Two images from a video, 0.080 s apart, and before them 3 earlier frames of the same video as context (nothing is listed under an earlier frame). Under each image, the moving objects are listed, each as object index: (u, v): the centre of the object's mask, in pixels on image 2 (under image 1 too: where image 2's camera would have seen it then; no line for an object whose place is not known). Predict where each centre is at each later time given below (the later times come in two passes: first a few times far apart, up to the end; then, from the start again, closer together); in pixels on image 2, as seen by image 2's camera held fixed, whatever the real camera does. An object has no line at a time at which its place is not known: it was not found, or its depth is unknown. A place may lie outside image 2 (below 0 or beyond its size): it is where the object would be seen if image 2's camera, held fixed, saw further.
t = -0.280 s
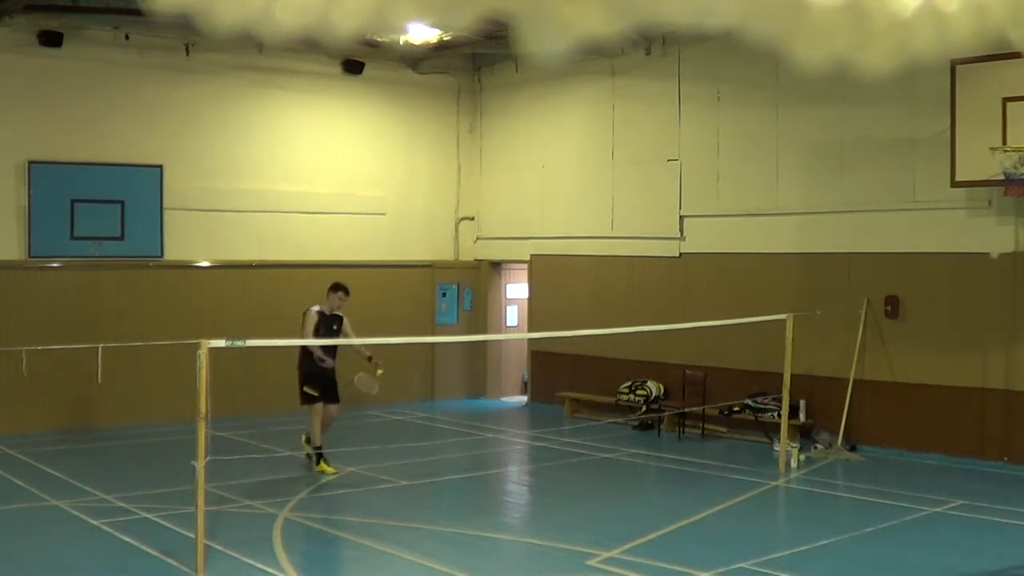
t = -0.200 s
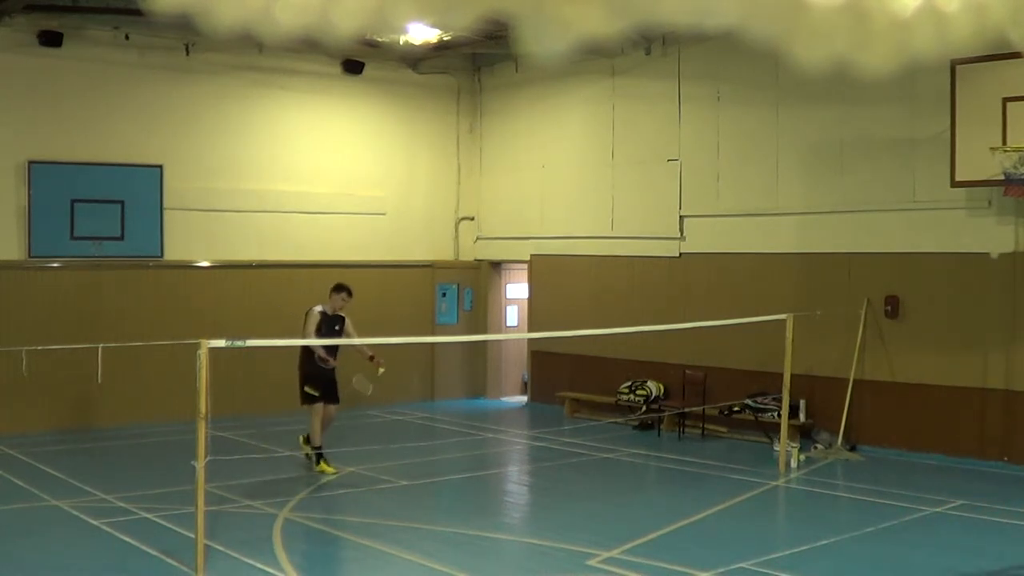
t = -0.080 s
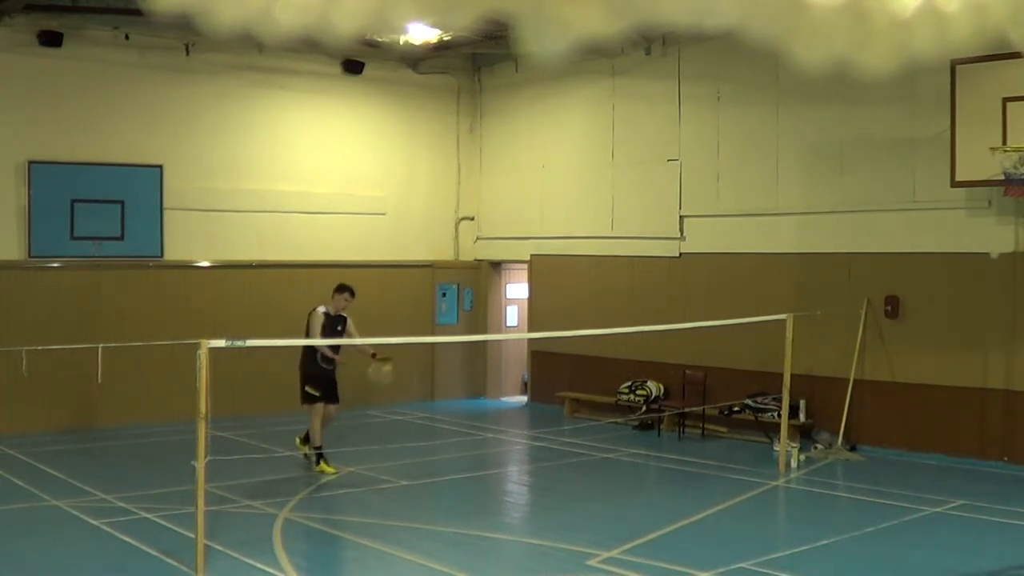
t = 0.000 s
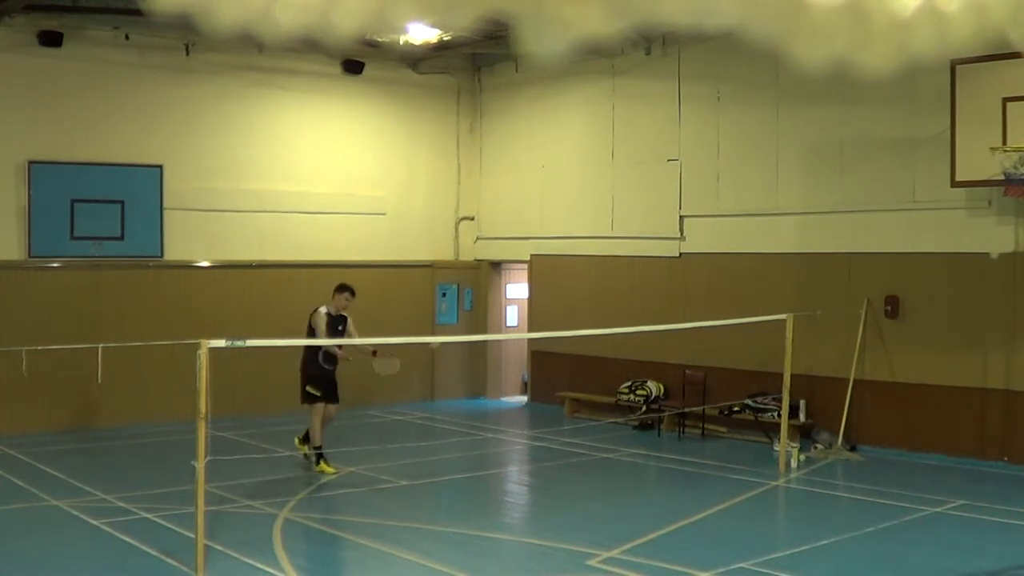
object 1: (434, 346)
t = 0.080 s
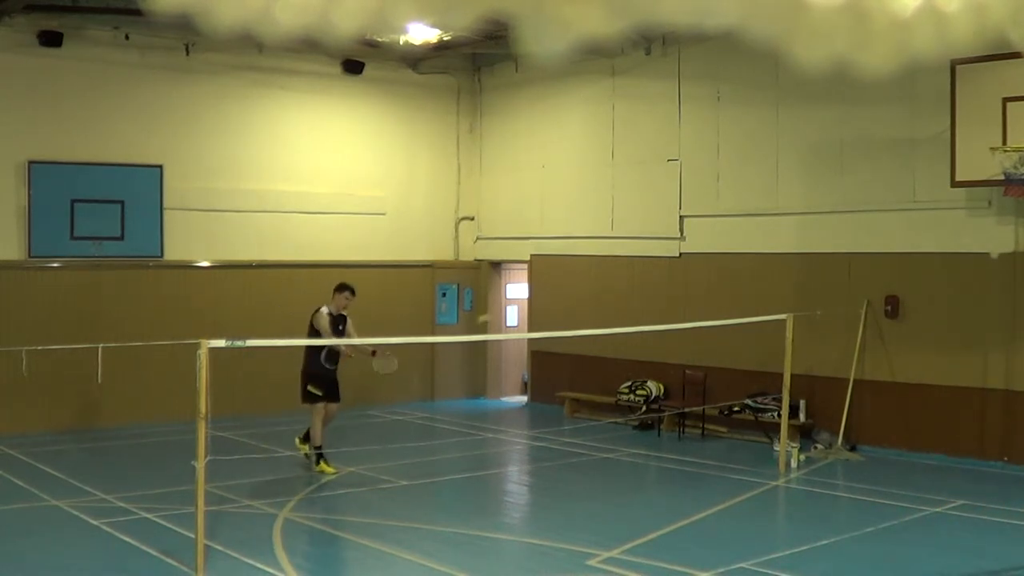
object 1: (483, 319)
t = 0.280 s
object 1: (589, 300)
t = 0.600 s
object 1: (733, 362)
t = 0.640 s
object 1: (749, 377)
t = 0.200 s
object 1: (549, 302)
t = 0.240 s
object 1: (569, 300)
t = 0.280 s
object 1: (589, 300)
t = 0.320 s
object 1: (609, 301)
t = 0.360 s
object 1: (628, 304)
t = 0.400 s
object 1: (647, 309)
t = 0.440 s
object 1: (665, 315)
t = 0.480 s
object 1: (683, 324)
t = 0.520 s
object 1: (700, 335)
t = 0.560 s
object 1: (717, 348)
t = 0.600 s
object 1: (733, 362)
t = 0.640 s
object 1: (749, 377)
